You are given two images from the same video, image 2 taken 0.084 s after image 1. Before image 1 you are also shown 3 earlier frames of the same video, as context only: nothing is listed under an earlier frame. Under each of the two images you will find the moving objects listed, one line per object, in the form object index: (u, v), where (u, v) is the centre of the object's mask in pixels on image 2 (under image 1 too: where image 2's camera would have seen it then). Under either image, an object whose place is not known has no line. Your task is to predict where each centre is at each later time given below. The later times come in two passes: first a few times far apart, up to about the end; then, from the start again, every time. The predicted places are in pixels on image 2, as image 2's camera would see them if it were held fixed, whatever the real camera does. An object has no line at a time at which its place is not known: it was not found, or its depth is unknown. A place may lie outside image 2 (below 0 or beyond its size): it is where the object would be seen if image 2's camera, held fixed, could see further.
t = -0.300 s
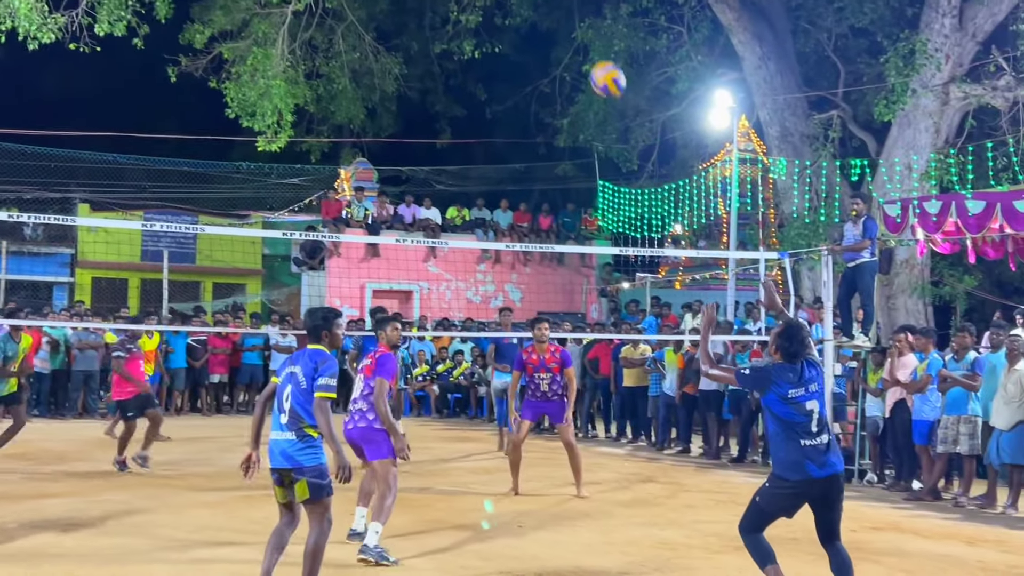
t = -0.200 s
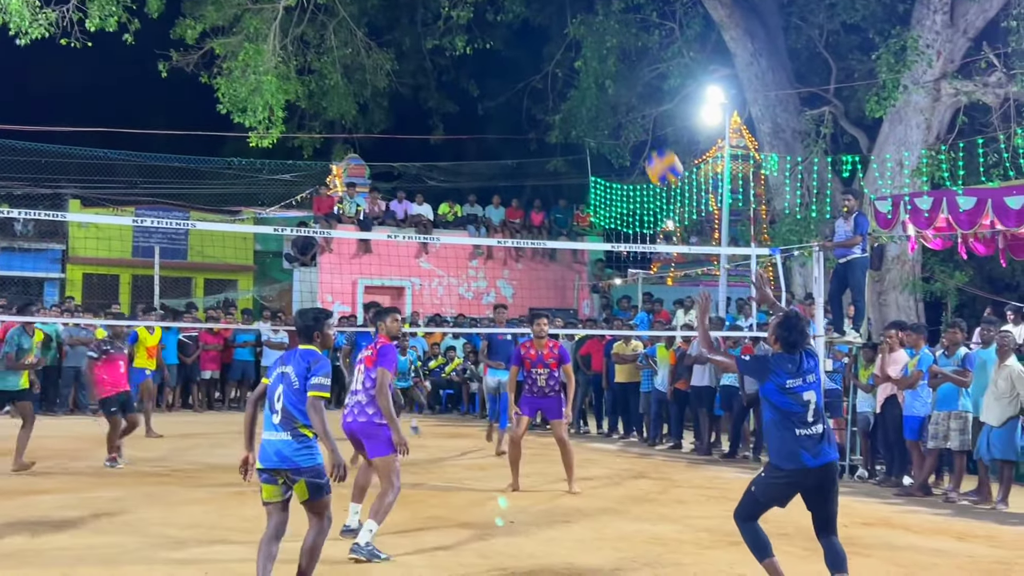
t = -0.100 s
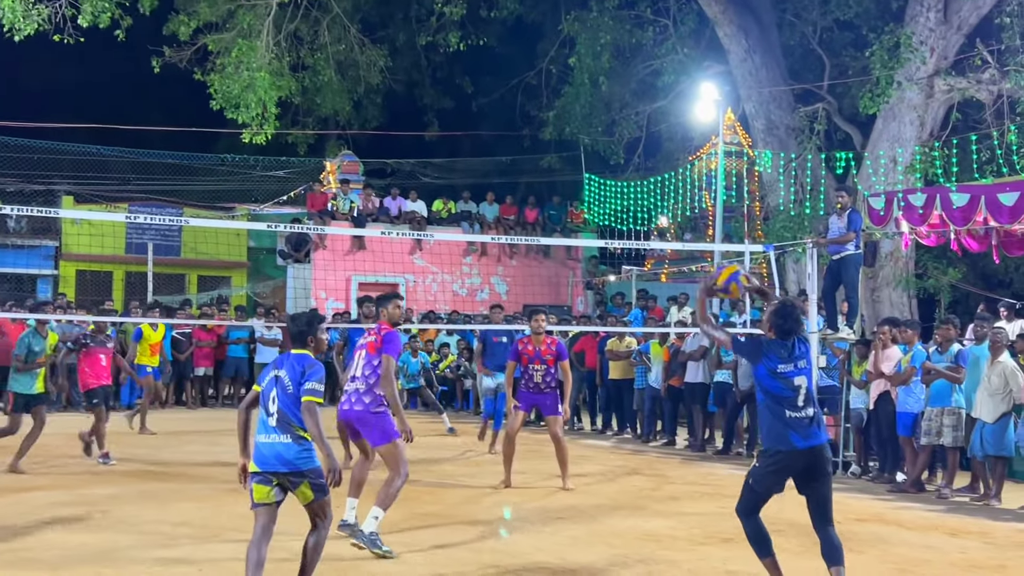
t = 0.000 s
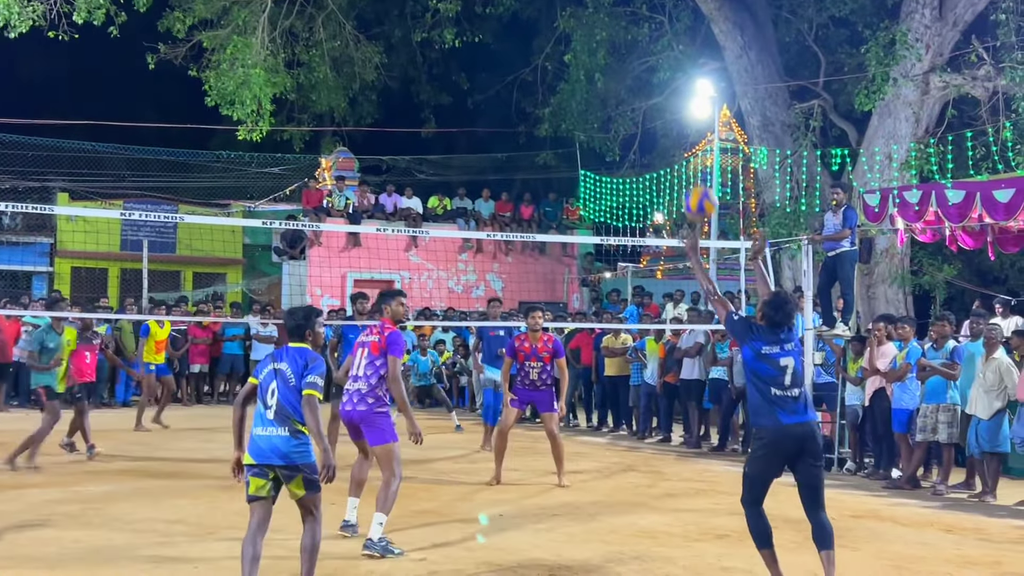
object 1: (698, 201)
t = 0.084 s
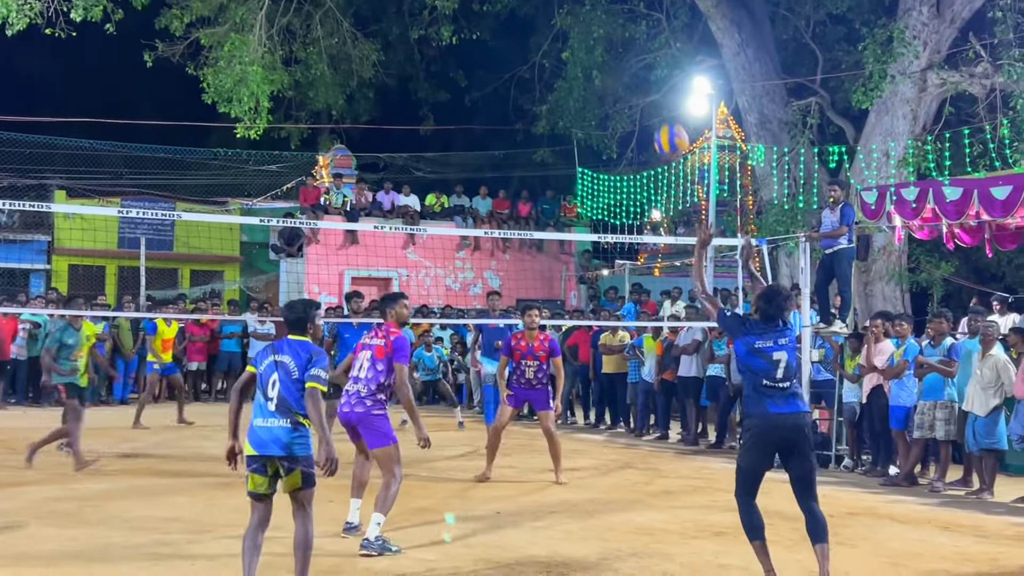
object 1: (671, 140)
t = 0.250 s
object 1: (625, 68)
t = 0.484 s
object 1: (574, 47)
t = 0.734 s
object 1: (531, 95)
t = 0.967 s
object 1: (500, 190)
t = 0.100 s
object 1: (666, 131)
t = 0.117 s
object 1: (661, 121)
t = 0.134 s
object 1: (657, 113)
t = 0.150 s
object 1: (652, 105)
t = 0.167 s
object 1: (647, 97)
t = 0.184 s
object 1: (643, 90)
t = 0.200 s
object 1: (638, 84)
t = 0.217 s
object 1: (634, 79)
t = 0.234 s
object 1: (629, 73)
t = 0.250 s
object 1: (625, 68)
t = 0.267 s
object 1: (621, 64)
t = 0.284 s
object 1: (617, 60)
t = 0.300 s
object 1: (613, 56)
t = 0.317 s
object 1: (609, 53)
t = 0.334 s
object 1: (605, 51)
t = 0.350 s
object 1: (601, 49)
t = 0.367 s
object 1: (598, 48)
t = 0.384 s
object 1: (594, 47)
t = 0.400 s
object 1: (590, 46)
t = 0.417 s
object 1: (587, 45)
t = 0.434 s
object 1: (584, 45)
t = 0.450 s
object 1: (581, 45)
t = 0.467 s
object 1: (577, 46)
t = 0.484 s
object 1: (574, 47)
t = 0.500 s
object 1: (571, 48)
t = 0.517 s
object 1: (568, 50)
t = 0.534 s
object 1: (565, 52)
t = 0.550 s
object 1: (562, 54)
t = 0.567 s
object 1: (559, 56)
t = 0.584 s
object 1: (556, 59)
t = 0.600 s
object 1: (553, 62)
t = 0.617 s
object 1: (550, 65)
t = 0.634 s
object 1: (548, 69)
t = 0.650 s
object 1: (545, 73)
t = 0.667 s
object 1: (542, 76)
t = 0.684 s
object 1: (539, 81)
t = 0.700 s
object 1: (537, 85)
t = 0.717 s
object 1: (534, 90)
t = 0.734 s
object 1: (531, 95)
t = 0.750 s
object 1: (529, 101)
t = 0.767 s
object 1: (526, 107)
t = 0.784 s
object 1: (524, 112)
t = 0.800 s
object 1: (521, 118)
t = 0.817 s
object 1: (519, 124)
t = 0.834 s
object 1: (517, 131)
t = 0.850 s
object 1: (514, 137)
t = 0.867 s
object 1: (512, 145)
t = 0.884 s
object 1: (510, 152)
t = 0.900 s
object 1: (508, 159)
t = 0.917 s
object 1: (506, 167)
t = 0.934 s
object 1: (504, 175)
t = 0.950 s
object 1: (502, 182)
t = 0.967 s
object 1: (500, 190)
